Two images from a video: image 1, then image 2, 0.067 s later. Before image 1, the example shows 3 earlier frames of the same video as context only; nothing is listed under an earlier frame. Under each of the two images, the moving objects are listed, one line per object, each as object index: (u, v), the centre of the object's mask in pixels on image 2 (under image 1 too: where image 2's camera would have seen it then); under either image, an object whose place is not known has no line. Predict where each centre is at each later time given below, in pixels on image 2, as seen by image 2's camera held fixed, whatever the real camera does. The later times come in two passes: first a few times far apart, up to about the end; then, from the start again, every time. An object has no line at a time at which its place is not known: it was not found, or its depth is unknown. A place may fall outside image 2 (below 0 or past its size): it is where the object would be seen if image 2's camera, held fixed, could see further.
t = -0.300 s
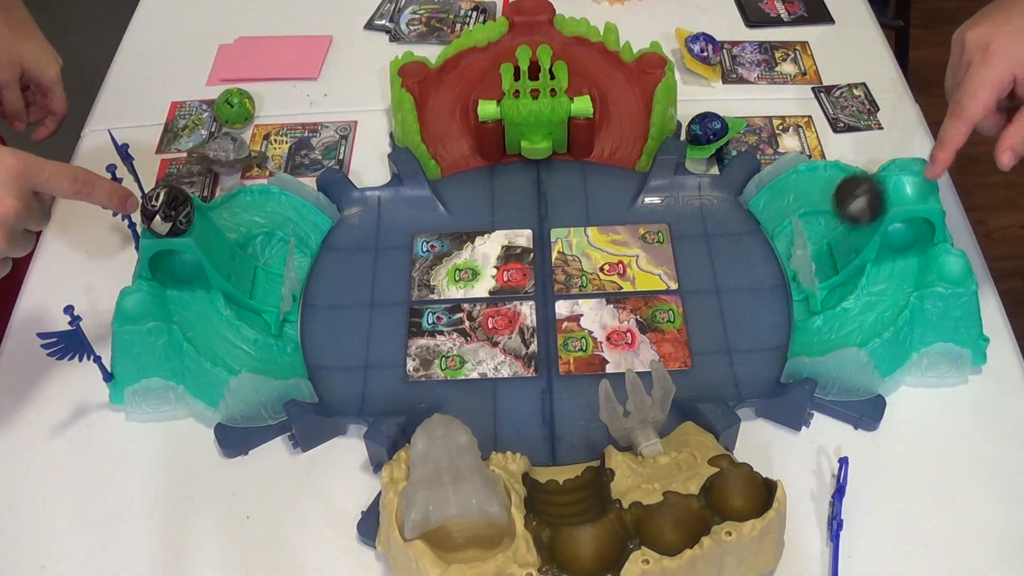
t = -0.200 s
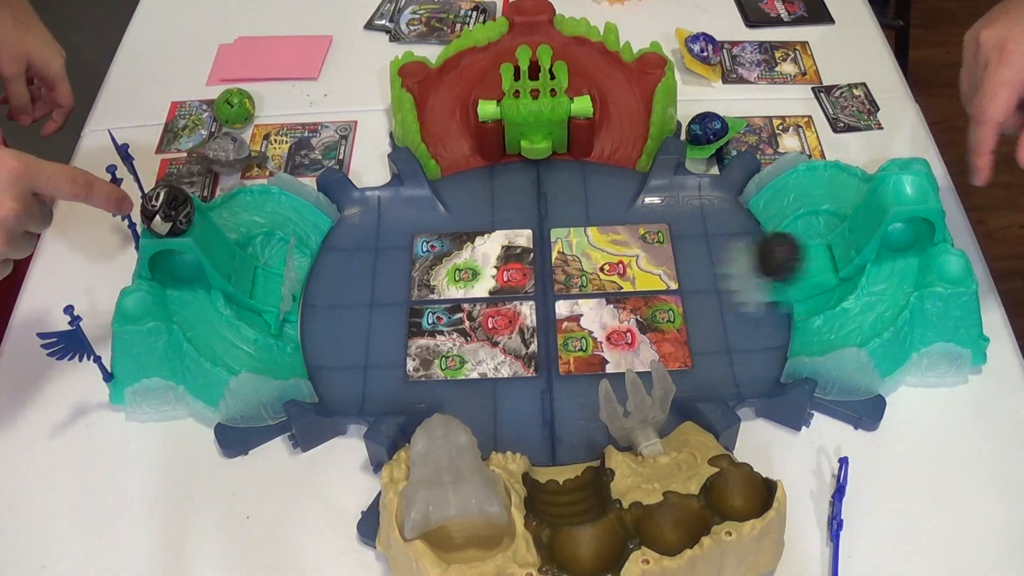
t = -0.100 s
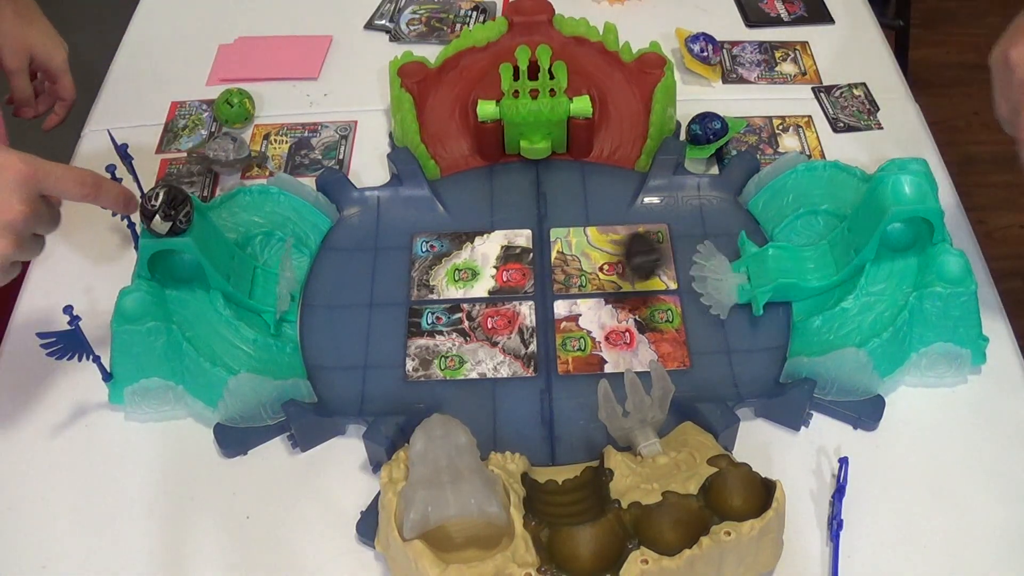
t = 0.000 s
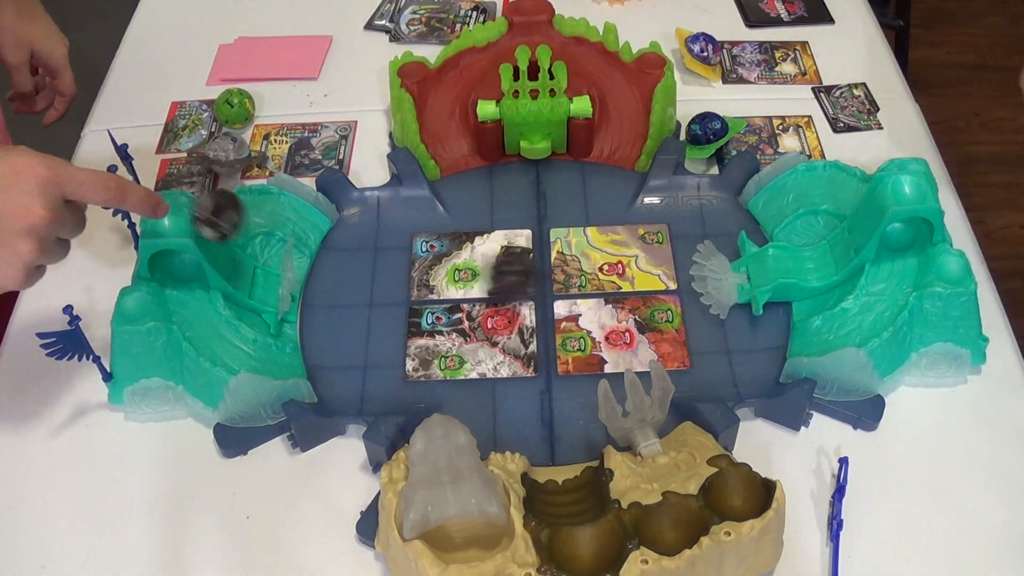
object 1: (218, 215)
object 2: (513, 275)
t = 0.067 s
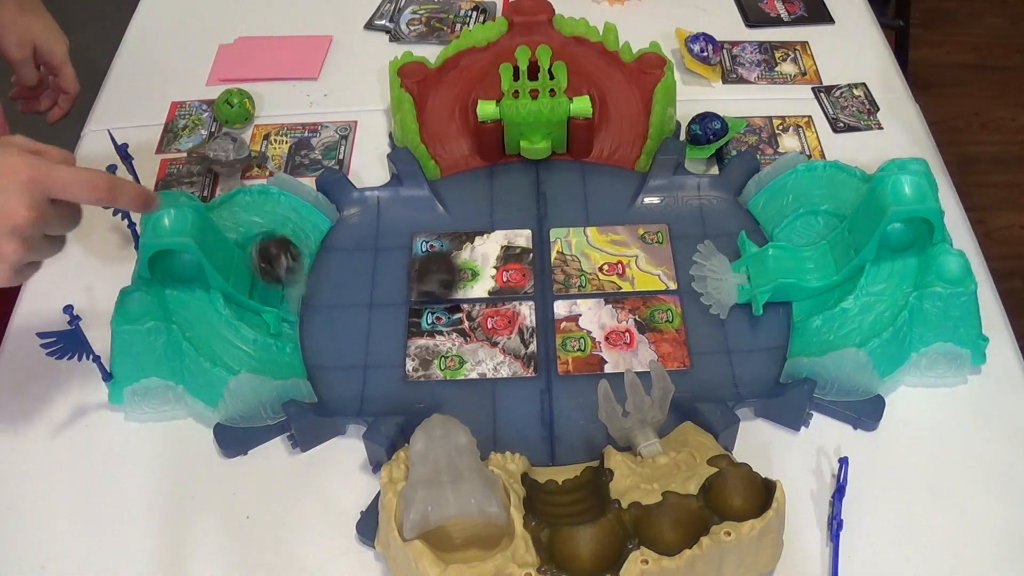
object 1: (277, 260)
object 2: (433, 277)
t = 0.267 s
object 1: (426, 266)
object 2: (528, 306)
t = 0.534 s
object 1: (545, 232)
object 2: (644, 330)
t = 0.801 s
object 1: (621, 185)
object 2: (645, 330)
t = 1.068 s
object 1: (592, 170)
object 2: (645, 330)
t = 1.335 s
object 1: (548, 203)
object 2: (644, 330)
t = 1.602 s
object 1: (520, 244)
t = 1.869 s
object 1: (514, 243)
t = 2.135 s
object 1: (514, 243)
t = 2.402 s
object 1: (514, 243)
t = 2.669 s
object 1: (514, 243)
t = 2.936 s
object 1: (514, 243)
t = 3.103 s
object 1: (514, 243)
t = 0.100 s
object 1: (292, 271)
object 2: (405, 277)
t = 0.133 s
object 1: (321, 267)
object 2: (397, 274)
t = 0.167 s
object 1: (357, 268)
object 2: (424, 273)
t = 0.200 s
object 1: (383, 264)
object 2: (458, 273)
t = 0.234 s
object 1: (402, 259)
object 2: (497, 292)
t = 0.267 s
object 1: (426, 266)
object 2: (528, 306)
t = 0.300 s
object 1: (444, 267)
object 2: (552, 306)
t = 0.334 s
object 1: (460, 264)
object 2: (575, 313)
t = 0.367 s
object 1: (477, 260)
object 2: (601, 323)
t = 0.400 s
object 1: (497, 256)
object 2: (618, 328)
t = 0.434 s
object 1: (510, 250)
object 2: (635, 330)
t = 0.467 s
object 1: (521, 246)
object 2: (641, 330)
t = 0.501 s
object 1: (534, 239)
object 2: (644, 330)
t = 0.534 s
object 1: (545, 232)
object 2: (644, 330)
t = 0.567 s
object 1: (555, 227)
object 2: (644, 330)
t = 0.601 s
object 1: (566, 219)
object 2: (644, 330)
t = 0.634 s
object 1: (575, 213)
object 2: (645, 330)
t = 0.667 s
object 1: (585, 206)
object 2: (644, 330)
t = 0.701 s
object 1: (594, 201)
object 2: (645, 330)
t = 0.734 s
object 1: (603, 194)
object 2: (645, 330)
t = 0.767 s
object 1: (612, 187)
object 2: (645, 330)
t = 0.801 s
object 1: (621, 185)
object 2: (645, 330)
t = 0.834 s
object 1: (625, 178)
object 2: (645, 330)
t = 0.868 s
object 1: (623, 174)
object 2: (645, 330)
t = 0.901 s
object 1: (620, 172)
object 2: (645, 330)
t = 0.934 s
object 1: (615, 169)
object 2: (645, 330)
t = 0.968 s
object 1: (610, 169)
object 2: (645, 330)
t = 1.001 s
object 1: (604, 169)
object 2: (645, 330)
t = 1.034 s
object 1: (598, 170)
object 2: (645, 330)
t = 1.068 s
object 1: (592, 170)
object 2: (645, 330)
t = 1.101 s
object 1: (586, 171)
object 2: (645, 330)
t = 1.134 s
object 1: (579, 175)
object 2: (645, 330)
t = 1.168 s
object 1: (573, 179)
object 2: (644, 330)
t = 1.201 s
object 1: (566, 184)
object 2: (644, 330)
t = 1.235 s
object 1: (561, 190)
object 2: (644, 330)
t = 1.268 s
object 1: (557, 194)
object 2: (644, 330)
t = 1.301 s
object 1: (553, 198)
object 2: (644, 330)
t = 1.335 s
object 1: (548, 203)
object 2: (644, 330)
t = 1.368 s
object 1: (544, 205)
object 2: (644, 330)
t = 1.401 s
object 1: (540, 210)
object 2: (644, 330)
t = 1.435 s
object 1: (536, 215)
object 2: (645, 330)
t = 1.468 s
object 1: (534, 219)
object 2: (645, 330)
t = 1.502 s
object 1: (530, 226)
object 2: (645, 330)
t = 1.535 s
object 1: (526, 232)
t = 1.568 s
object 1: (521, 239)
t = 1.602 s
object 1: (520, 244)
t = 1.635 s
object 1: (518, 251)
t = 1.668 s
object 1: (521, 254)
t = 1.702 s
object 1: (517, 243)
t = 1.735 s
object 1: (515, 242)
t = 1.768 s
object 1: (514, 243)
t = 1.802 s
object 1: (514, 244)
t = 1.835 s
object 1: (514, 244)
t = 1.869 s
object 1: (514, 243)
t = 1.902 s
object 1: (514, 243)
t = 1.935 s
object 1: (514, 243)
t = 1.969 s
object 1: (514, 243)
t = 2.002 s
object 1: (514, 243)
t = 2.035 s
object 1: (514, 243)
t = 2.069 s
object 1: (514, 243)
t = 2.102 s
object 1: (514, 243)
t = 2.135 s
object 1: (514, 243)
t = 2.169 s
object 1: (514, 243)
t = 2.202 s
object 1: (514, 242)
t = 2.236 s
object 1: (514, 243)
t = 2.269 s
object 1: (514, 243)
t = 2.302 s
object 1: (514, 243)
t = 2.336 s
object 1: (514, 243)
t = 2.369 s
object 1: (514, 243)
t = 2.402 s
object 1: (514, 243)
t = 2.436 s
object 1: (514, 243)
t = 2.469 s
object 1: (514, 243)
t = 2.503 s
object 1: (514, 243)
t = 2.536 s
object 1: (514, 243)
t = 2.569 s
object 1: (514, 243)
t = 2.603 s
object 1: (514, 243)
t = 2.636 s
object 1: (514, 243)
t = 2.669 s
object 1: (514, 243)
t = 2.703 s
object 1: (514, 243)
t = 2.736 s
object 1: (514, 243)
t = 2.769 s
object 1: (514, 243)
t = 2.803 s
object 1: (514, 243)
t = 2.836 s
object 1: (514, 243)
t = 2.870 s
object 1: (514, 243)
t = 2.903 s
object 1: (514, 243)
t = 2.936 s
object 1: (514, 243)
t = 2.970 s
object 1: (514, 243)
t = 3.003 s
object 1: (514, 243)
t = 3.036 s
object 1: (514, 243)
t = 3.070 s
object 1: (514, 243)
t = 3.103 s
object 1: (514, 243)
